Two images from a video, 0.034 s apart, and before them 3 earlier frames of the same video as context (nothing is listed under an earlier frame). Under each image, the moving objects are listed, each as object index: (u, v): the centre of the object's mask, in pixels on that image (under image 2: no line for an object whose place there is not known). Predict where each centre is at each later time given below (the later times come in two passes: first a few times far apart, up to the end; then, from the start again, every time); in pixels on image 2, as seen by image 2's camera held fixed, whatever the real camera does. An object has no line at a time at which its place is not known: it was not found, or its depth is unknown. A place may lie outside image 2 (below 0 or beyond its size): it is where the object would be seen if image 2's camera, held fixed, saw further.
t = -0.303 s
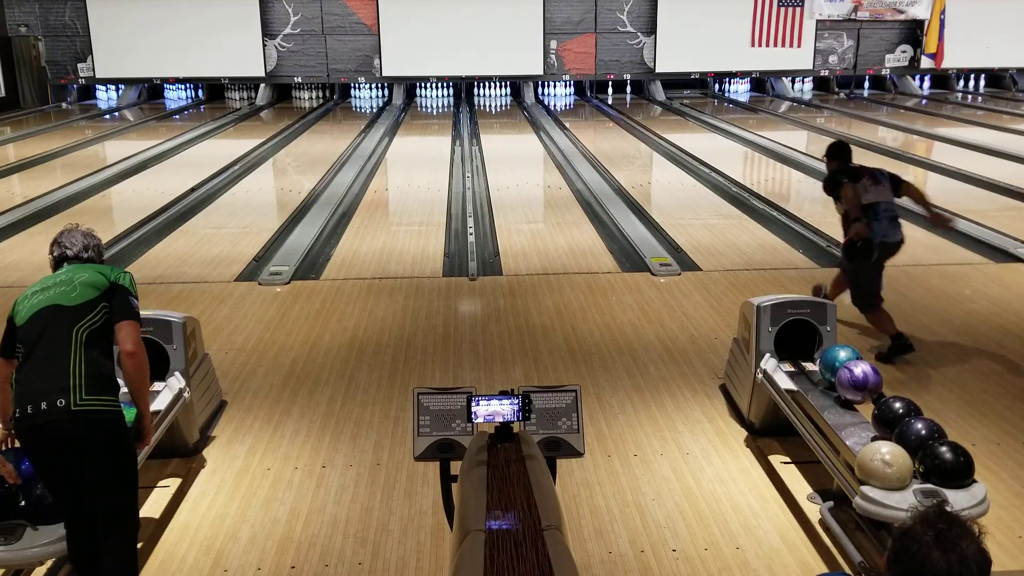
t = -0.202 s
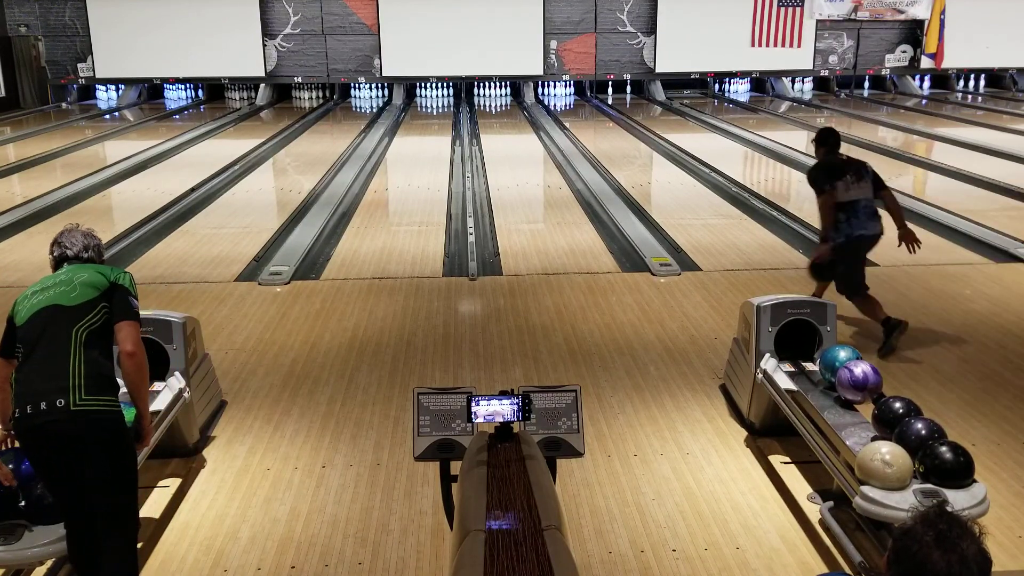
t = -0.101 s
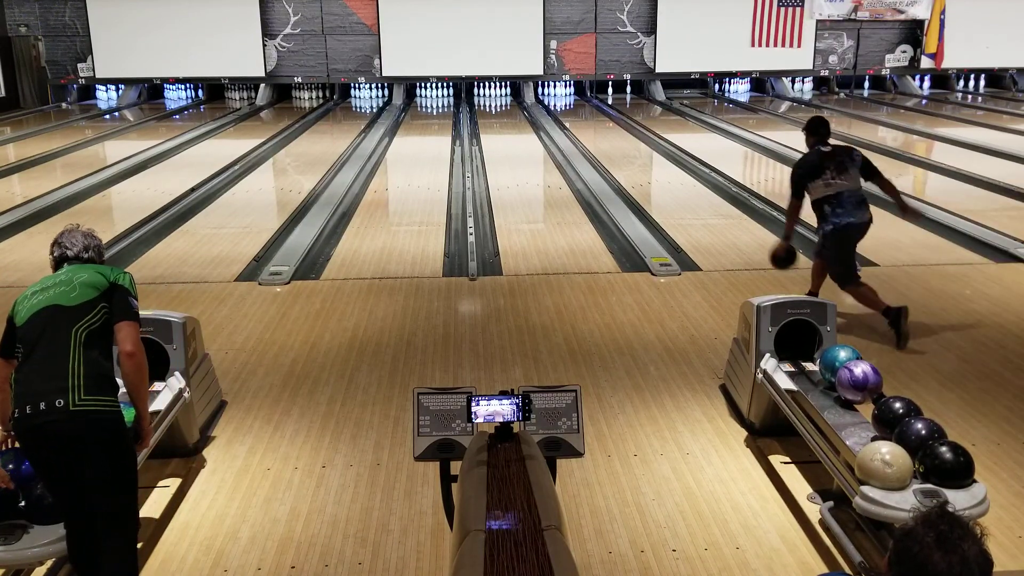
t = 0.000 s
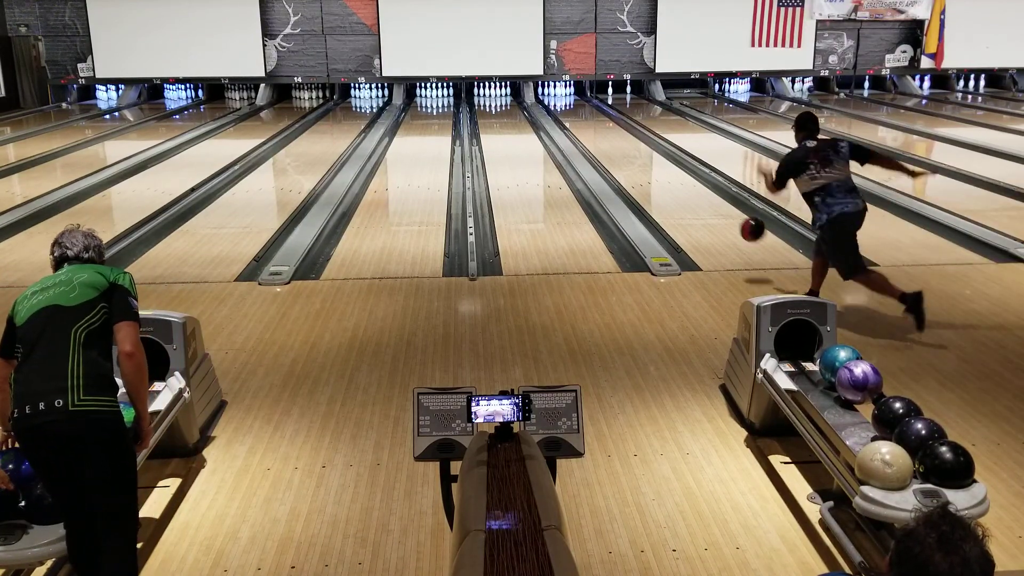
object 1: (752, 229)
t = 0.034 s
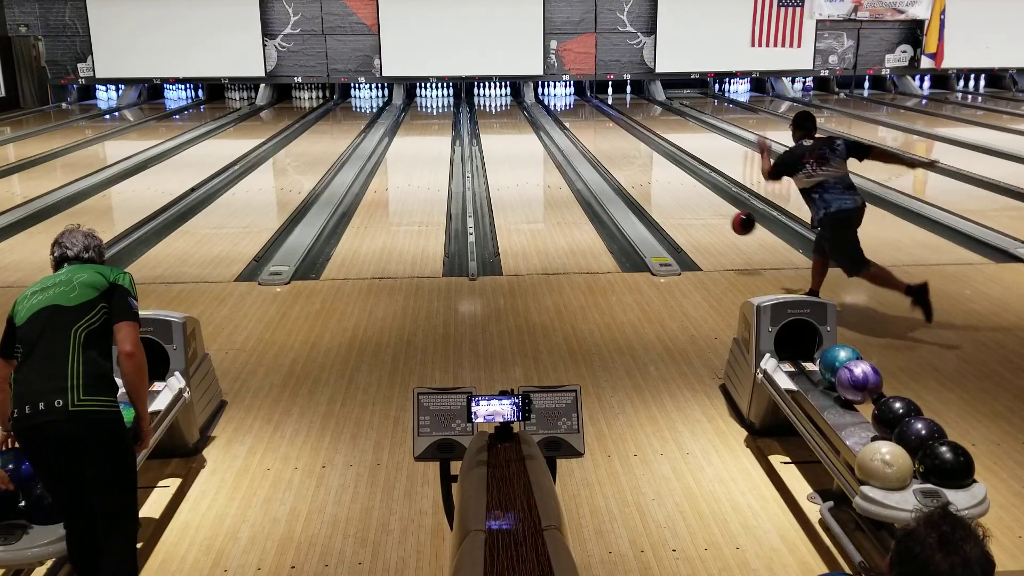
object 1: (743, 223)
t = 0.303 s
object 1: (685, 216)
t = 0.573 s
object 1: (648, 185)
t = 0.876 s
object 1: (619, 159)
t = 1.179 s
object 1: (598, 140)
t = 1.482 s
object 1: (583, 126)
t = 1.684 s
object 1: (574, 118)
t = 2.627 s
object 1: (555, 94)
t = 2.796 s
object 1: (550, 92)
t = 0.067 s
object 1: (735, 219)
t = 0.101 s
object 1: (726, 216)
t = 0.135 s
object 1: (719, 214)
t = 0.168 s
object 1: (712, 214)
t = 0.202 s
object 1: (704, 214)
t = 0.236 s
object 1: (698, 216)
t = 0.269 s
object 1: (691, 219)
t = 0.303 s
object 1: (685, 216)
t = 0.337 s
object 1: (680, 211)
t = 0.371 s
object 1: (675, 208)
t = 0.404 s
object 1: (670, 203)
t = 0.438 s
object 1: (665, 199)
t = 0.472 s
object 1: (661, 195)
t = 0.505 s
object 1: (656, 192)
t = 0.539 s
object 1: (652, 188)
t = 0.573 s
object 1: (648, 185)
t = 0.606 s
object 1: (644, 181)
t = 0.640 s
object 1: (641, 178)
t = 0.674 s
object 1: (637, 175)
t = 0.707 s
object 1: (634, 172)
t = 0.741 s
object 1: (631, 169)
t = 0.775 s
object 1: (628, 166)
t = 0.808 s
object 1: (625, 164)
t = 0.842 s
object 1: (622, 161)
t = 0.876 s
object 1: (619, 159)
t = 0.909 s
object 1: (616, 156)
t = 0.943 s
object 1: (614, 154)
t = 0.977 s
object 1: (611, 152)
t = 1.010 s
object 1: (609, 150)
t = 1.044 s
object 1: (607, 148)
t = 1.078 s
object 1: (604, 146)
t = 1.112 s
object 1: (602, 144)
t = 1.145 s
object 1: (600, 142)
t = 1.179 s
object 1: (598, 140)
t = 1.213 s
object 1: (596, 138)
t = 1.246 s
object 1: (594, 136)
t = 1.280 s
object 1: (592, 135)
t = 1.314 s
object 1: (591, 133)
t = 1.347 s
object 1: (589, 131)
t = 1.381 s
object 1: (587, 130)
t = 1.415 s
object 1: (586, 128)
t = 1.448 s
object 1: (584, 127)
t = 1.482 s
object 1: (583, 126)
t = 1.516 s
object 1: (581, 124)
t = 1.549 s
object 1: (580, 123)
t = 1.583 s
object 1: (578, 122)
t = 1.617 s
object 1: (577, 120)
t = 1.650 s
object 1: (575, 119)
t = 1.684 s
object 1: (574, 118)
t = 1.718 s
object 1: (573, 116)
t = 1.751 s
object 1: (572, 115)
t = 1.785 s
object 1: (571, 114)
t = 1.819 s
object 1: (570, 113)
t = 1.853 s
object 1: (569, 112)
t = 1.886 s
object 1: (568, 111)
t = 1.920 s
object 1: (566, 110)
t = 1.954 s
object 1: (565, 109)
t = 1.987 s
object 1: (564, 108)
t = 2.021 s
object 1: (564, 107)
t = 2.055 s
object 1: (563, 106)
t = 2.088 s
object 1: (562, 105)
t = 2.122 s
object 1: (562, 104)
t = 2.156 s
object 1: (561, 104)
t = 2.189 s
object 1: (560, 103)
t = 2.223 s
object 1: (559, 103)
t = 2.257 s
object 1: (559, 101)
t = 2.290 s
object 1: (558, 100)
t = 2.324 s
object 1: (558, 100)
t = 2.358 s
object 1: (558, 99)
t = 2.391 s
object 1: (557, 99)
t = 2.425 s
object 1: (557, 99)
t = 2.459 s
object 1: (556, 96)
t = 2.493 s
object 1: (556, 96)
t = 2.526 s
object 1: (556, 95)
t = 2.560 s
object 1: (556, 94)
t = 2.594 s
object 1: (555, 94)
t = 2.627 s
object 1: (555, 94)
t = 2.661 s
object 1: (553, 94)
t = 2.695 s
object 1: (552, 93)
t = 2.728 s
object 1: (551, 92)
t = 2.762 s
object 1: (551, 92)
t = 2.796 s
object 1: (550, 92)
